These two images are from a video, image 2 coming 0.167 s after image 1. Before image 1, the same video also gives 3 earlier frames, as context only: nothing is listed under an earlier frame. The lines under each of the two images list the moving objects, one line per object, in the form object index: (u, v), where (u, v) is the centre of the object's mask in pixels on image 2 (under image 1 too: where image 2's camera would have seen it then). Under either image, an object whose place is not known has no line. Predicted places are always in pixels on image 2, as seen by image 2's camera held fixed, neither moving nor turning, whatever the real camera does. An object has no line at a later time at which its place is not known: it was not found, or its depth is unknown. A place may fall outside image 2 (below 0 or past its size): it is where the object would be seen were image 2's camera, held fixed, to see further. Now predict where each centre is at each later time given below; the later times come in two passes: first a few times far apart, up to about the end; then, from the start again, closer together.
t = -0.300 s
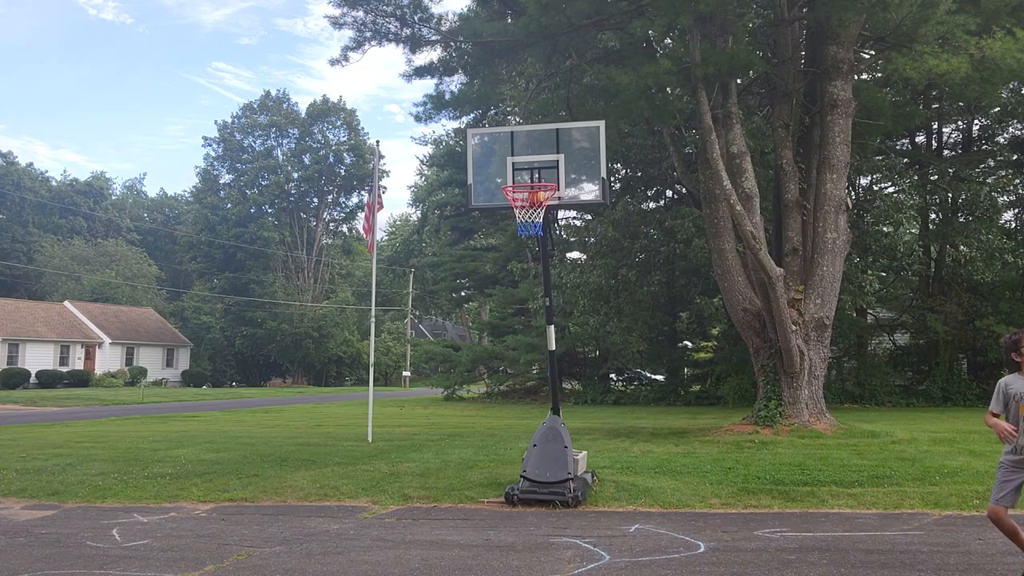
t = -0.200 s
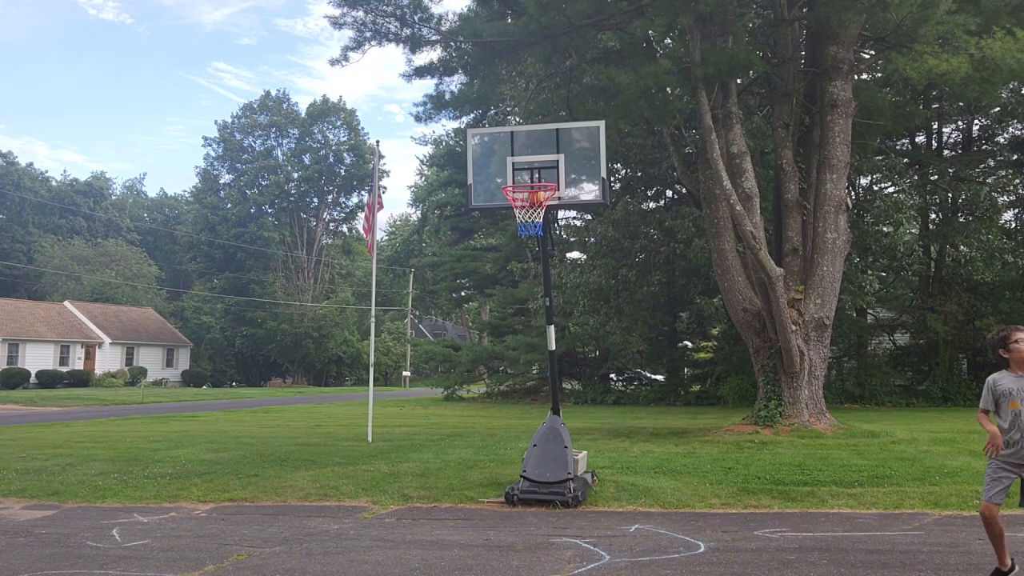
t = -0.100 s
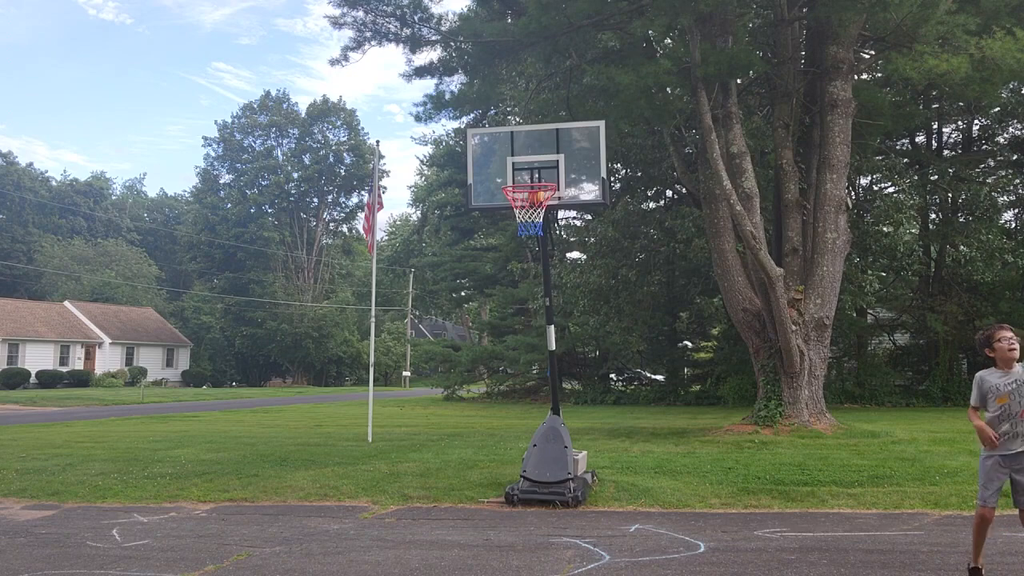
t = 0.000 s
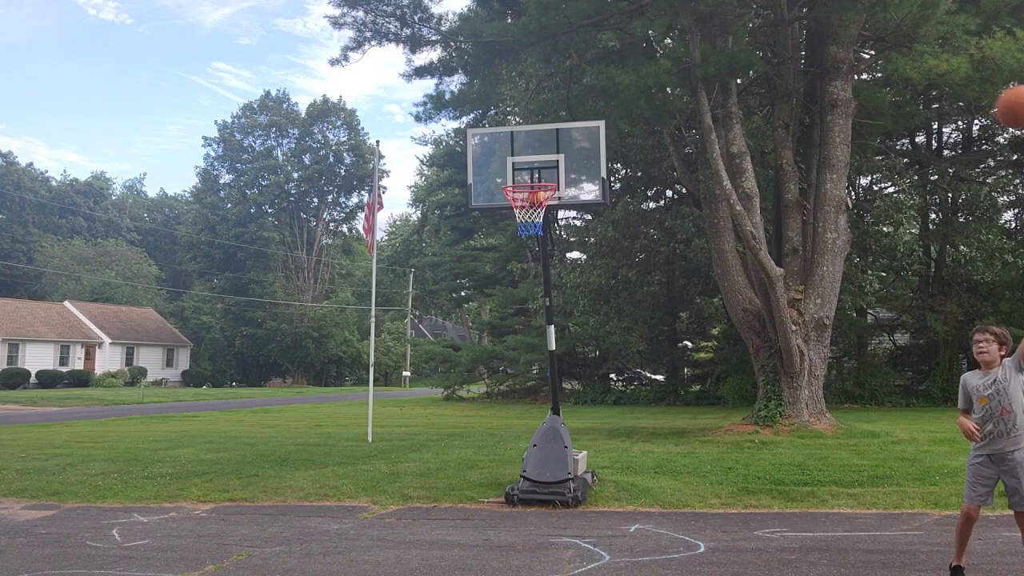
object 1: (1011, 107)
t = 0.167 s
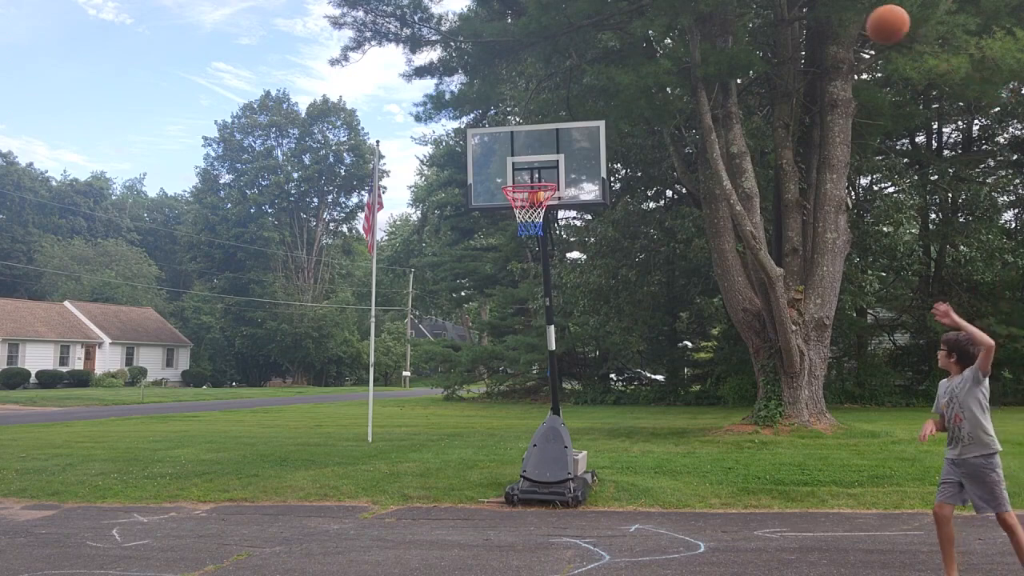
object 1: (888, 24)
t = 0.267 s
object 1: (824, 9)
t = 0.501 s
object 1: (702, 13)
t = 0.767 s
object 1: (601, 89)
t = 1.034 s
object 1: (521, 211)
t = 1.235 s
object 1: (478, 304)
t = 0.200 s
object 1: (865, 16)
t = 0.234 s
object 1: (844, 11)
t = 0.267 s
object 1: (824, 9)
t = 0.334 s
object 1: (785, 7)
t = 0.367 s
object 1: (767, 6)
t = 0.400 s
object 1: (750, 7)
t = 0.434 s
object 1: (733, 8)
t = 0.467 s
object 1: (717, 10)
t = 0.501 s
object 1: (702, 13)
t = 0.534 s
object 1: (687, 17)
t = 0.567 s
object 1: (673, 24)
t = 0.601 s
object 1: (660, 32)
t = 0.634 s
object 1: (647, 41)
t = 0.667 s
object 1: (635, 51)
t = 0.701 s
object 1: (623, 63)
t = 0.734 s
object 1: (612, 75)
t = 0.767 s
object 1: (601, 89)
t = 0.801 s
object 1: (589, 103)
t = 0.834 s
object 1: (578, 118)
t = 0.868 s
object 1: (567, 134)
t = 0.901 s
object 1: (557, 150)
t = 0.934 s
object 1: (547, 167)
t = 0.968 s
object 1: (537, 187)
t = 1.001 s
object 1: (529, 198)
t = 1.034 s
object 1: (521, 211)
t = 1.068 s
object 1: (514, 225)
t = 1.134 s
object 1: (499, 254)
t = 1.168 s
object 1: (492, 269)
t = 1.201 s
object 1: (485, 285)
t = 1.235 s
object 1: (478, 304)
